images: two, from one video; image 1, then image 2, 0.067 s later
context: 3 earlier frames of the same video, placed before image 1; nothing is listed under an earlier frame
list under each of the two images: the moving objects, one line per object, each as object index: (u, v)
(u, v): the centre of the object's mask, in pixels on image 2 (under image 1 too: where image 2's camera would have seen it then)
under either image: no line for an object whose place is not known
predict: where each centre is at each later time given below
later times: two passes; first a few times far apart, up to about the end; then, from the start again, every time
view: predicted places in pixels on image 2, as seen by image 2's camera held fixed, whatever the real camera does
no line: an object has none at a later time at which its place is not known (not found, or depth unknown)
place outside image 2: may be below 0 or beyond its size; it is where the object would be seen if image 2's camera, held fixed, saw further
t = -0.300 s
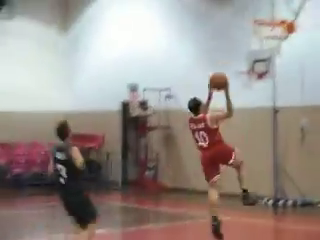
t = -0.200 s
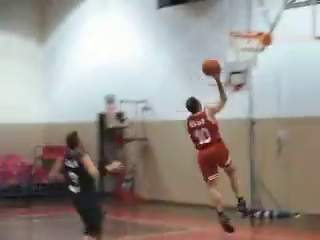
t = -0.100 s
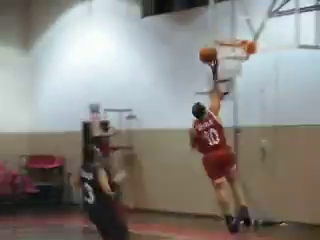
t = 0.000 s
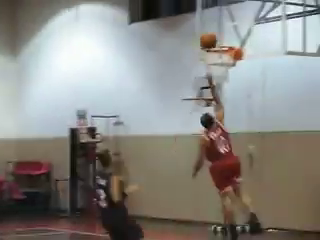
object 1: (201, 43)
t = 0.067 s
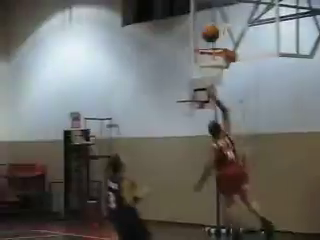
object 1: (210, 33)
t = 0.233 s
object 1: (230, 24)
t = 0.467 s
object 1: (219, 41)
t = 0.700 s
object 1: (204, 43)
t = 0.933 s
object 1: (217, 48)
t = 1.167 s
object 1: (222, 71)
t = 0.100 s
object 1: (214, 30)
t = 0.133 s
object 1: (219, 27)
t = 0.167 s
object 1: (222, 26)
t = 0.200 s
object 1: (227, 24)
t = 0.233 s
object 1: (230, 24)
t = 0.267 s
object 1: (234, 25)
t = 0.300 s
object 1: (232, 27)
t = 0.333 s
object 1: (229, 29)
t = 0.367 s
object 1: (227, 31)
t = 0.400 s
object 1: (224, 34)
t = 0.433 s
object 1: (223, 36)
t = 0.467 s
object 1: (219, 41)
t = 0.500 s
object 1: (214, 41)
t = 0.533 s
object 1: (211, 41)
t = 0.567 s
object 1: (206, 42)
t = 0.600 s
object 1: (204, 43)
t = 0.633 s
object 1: (204, 42)
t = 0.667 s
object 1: (204, 42)
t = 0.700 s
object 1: (204, 43)
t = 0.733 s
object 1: (205, 43)
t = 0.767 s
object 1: (206, 43)
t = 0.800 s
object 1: (209, 43)
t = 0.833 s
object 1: (211, 44)
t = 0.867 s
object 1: (213, 44)
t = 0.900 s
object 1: (215, 44)
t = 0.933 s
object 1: (217, 48)
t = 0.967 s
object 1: (217, 52)
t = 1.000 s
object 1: (218, 57)
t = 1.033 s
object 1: (220, 59)
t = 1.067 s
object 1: (222, 66)
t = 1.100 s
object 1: (223, 67)
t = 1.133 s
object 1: (223, 70)
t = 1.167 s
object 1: (222, 71)
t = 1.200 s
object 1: (221, 75)
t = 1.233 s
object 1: (220, 79)
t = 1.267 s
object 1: (220, 83)
